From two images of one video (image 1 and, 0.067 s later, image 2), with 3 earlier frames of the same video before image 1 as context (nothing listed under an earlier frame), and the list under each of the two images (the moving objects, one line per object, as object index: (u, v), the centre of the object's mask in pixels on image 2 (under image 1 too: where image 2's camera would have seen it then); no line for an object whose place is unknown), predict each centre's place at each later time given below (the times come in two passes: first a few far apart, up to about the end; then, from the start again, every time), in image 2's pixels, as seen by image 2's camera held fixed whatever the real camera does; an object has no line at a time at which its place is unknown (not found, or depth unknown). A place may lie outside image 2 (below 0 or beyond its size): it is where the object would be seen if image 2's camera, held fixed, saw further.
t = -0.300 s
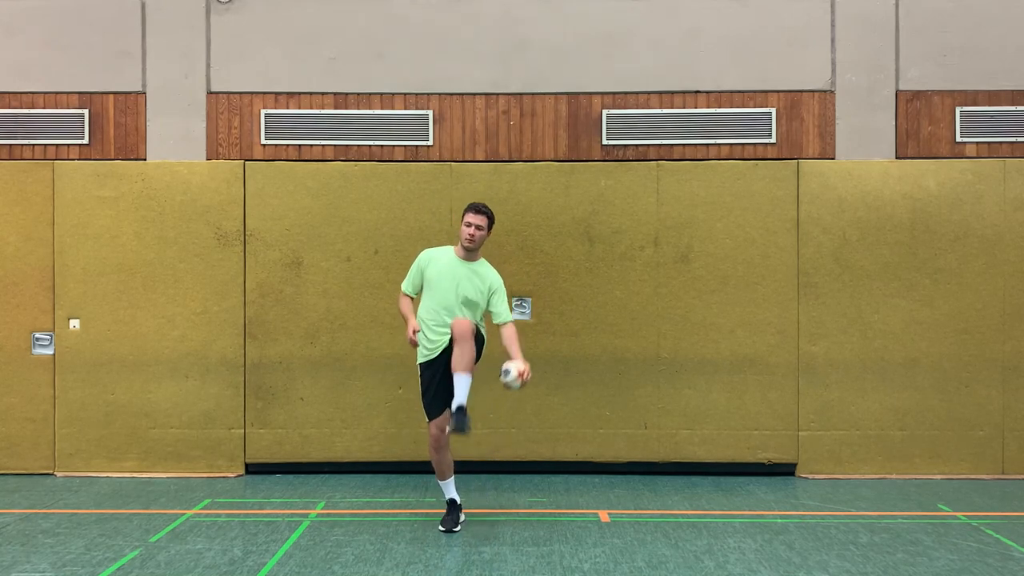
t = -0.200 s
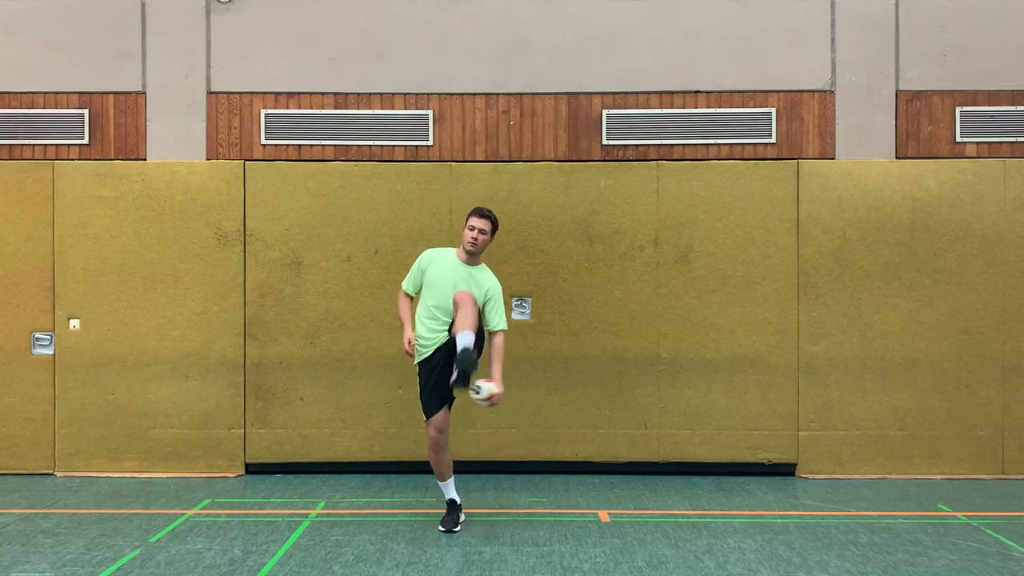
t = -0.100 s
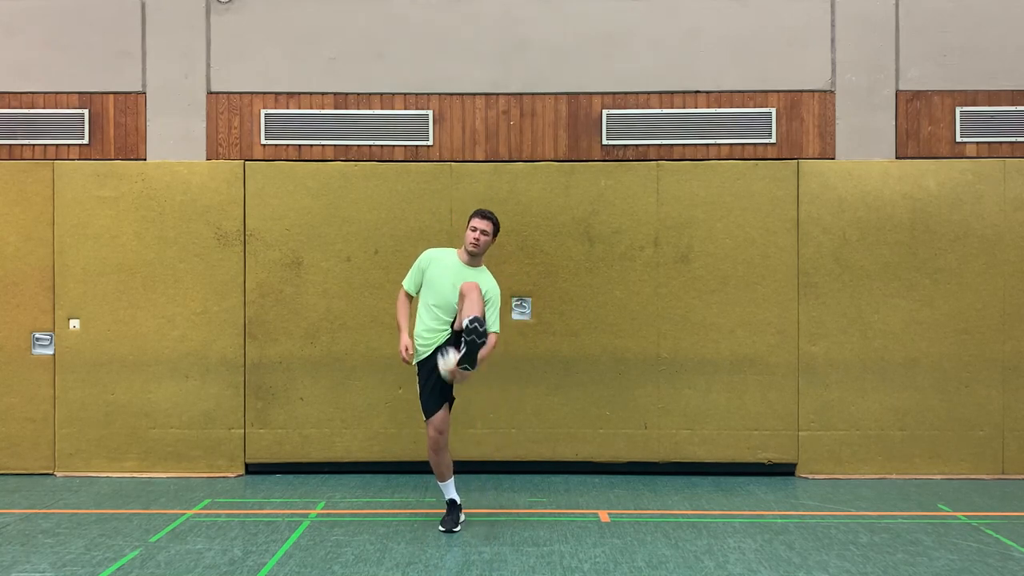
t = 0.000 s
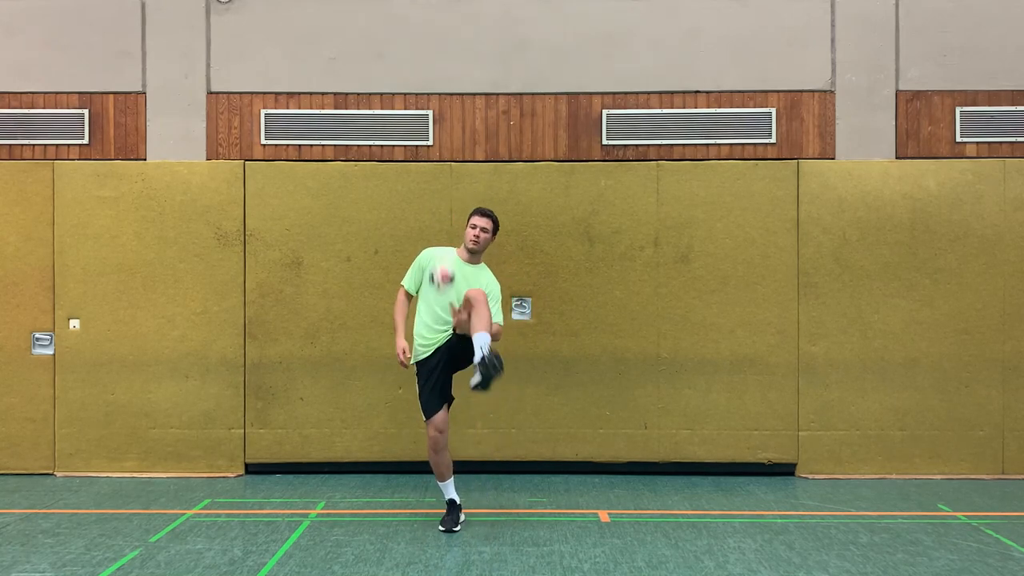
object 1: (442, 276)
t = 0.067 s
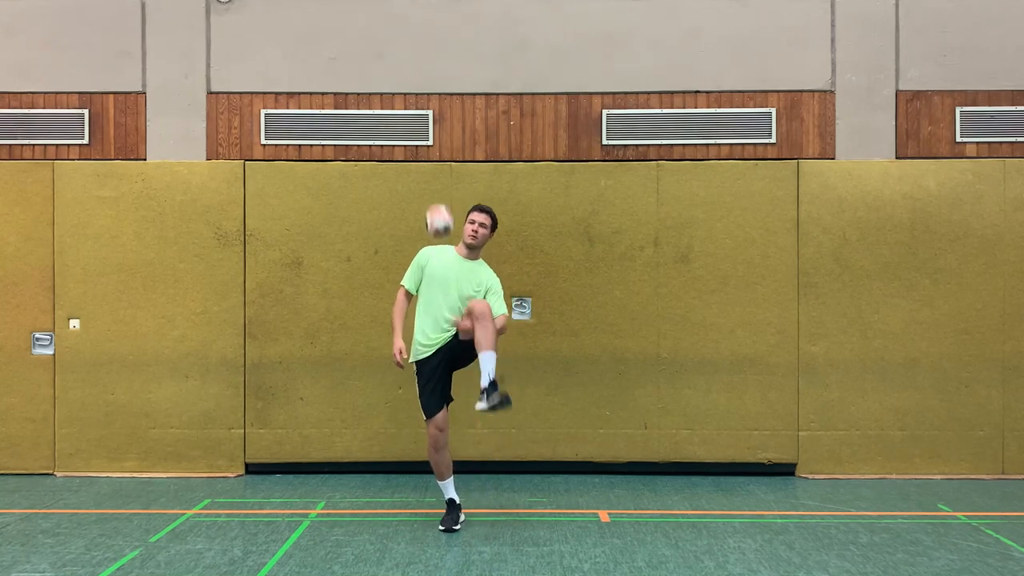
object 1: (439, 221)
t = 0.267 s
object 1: (432, 103)
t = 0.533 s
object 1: (422, 59)
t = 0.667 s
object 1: (417, 86)
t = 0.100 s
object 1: (437, 197)
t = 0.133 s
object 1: (436, 175)
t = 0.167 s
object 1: (435, 154)
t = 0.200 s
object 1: (434, 136)
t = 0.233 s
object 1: (433, 117)
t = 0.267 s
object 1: (432, 103)
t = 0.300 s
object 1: (430, 91)
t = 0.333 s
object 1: (429, 79)
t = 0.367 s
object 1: (428, 72)
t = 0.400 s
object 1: (427, 65)
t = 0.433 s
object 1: (425, 60)
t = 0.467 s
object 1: (424, 58)
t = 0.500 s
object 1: (423, 57)
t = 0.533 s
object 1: (422, 59)
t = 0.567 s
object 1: (420, 62)
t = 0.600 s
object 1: (419, 68)
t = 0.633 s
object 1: (418, 76)
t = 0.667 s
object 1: (417, 86)
